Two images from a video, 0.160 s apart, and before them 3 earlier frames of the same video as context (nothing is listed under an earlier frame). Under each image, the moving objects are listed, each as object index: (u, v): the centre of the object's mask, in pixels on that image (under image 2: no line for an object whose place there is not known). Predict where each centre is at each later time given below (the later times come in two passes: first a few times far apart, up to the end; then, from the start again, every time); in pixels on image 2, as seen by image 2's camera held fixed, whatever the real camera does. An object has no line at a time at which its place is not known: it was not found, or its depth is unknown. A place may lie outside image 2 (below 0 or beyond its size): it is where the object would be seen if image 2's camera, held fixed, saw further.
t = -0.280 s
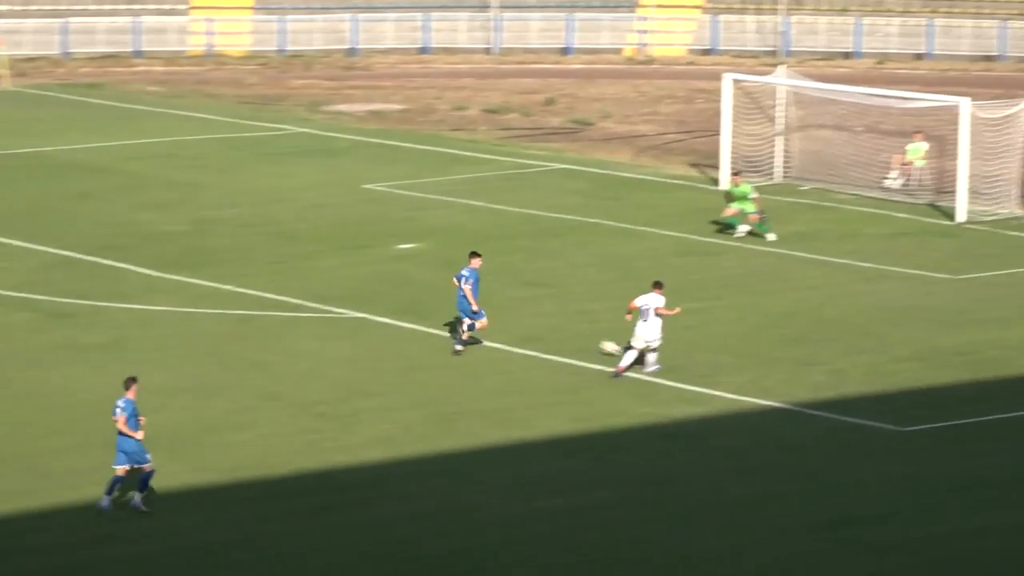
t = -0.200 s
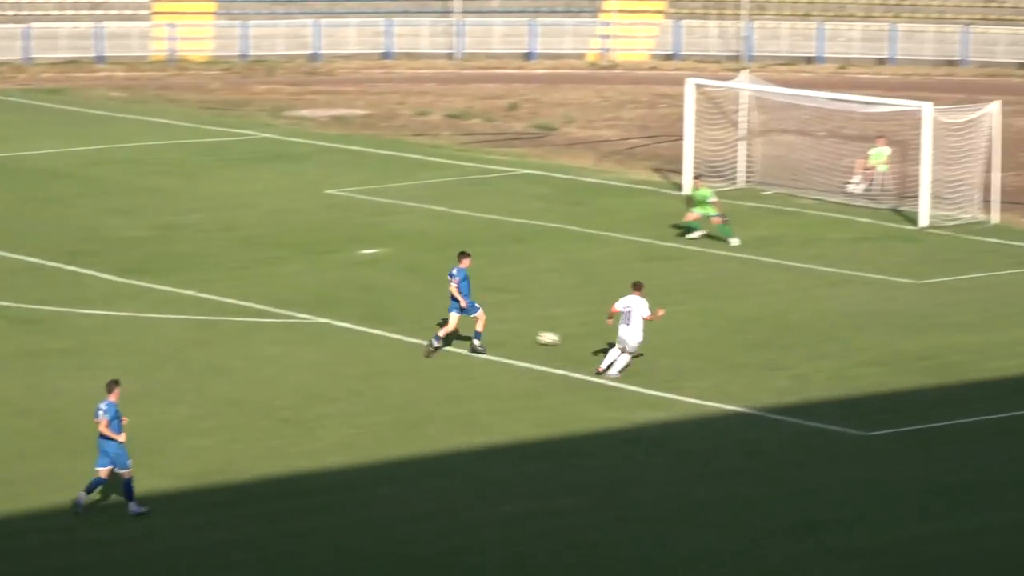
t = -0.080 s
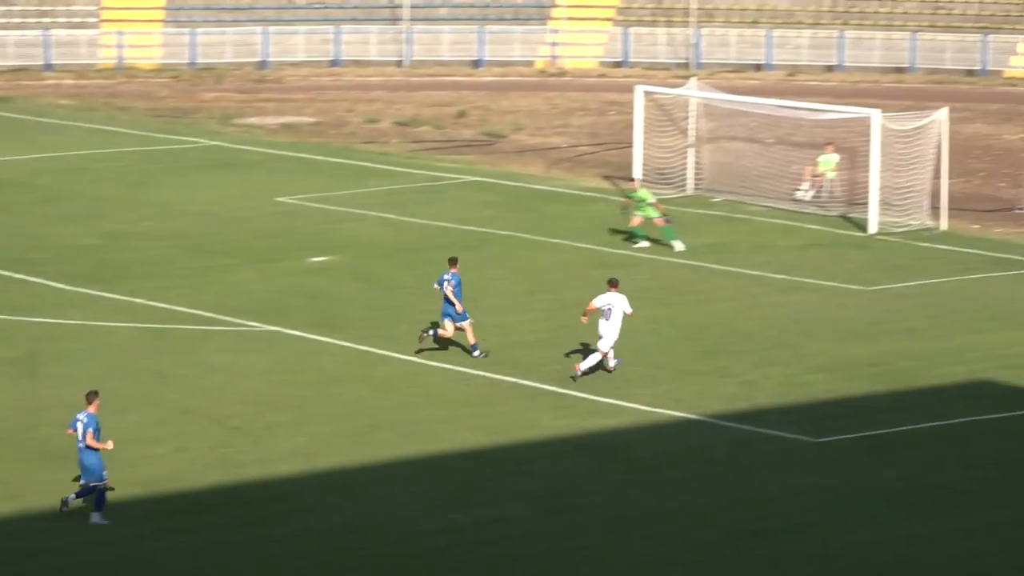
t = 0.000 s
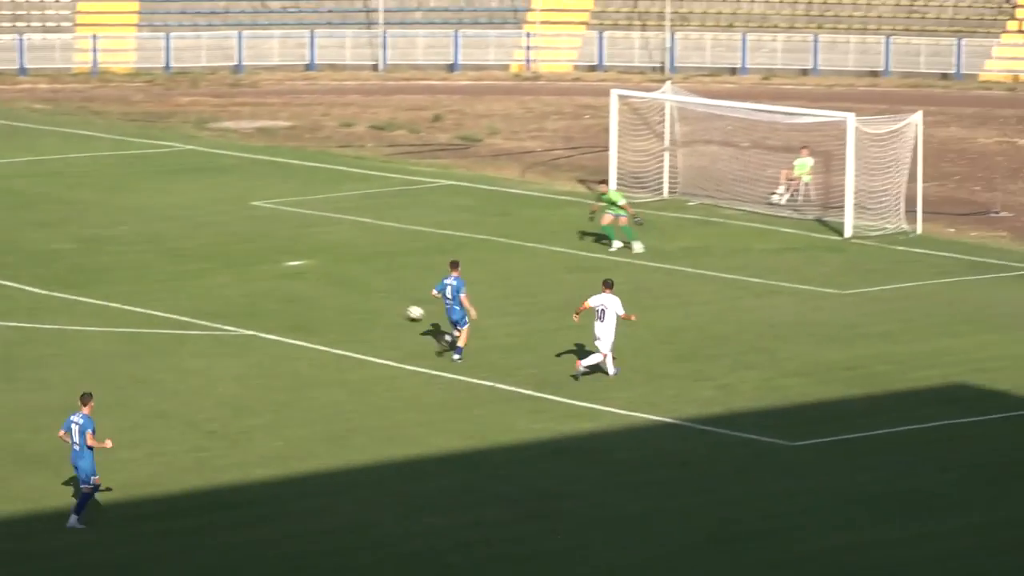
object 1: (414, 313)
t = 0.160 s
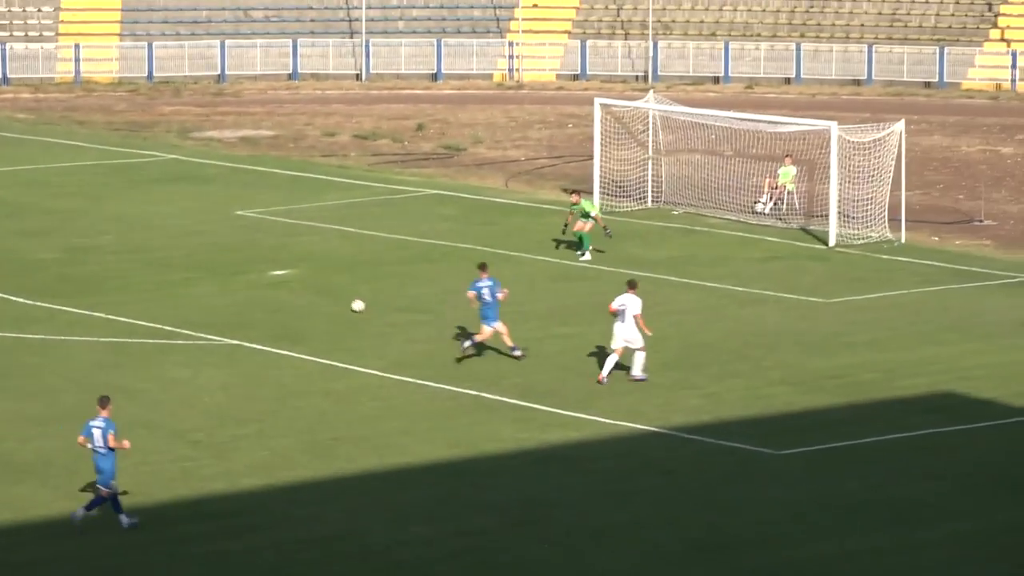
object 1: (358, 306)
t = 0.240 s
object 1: (340, 297)
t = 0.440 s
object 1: (301, 283)
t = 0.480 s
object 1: (294, 281)
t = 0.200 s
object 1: (349, 301)
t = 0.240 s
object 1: (340, 297)
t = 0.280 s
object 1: (331, 294)
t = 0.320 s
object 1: (323, 292)
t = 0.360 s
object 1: (315, 291)
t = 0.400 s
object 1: (308, 287)
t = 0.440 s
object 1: (301, 283)
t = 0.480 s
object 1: (294, 281)
